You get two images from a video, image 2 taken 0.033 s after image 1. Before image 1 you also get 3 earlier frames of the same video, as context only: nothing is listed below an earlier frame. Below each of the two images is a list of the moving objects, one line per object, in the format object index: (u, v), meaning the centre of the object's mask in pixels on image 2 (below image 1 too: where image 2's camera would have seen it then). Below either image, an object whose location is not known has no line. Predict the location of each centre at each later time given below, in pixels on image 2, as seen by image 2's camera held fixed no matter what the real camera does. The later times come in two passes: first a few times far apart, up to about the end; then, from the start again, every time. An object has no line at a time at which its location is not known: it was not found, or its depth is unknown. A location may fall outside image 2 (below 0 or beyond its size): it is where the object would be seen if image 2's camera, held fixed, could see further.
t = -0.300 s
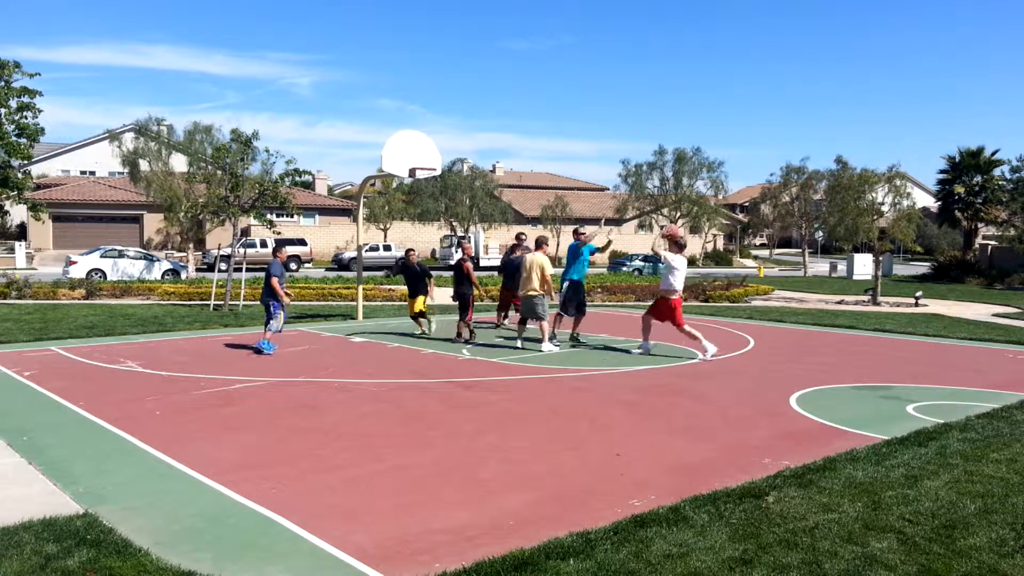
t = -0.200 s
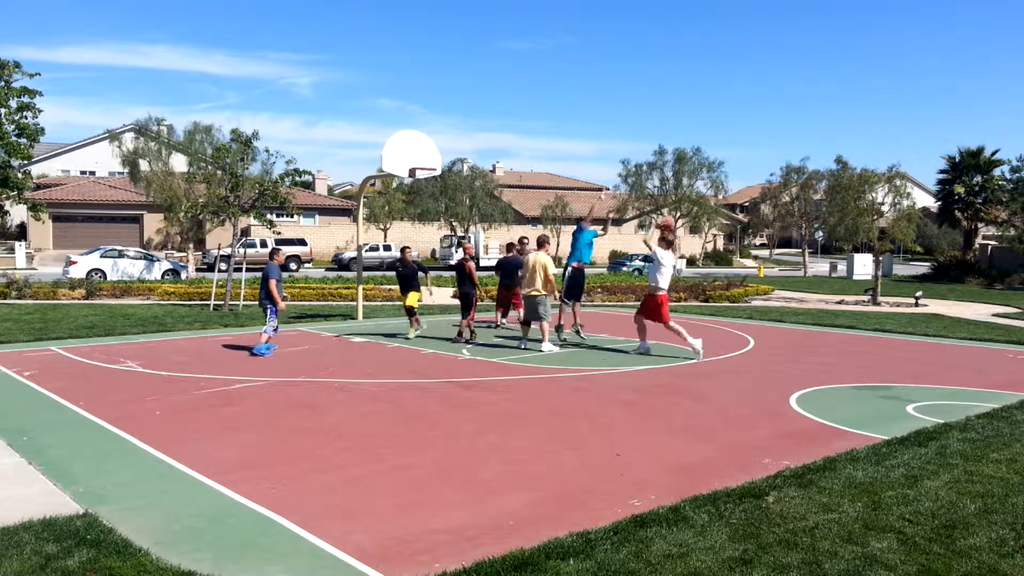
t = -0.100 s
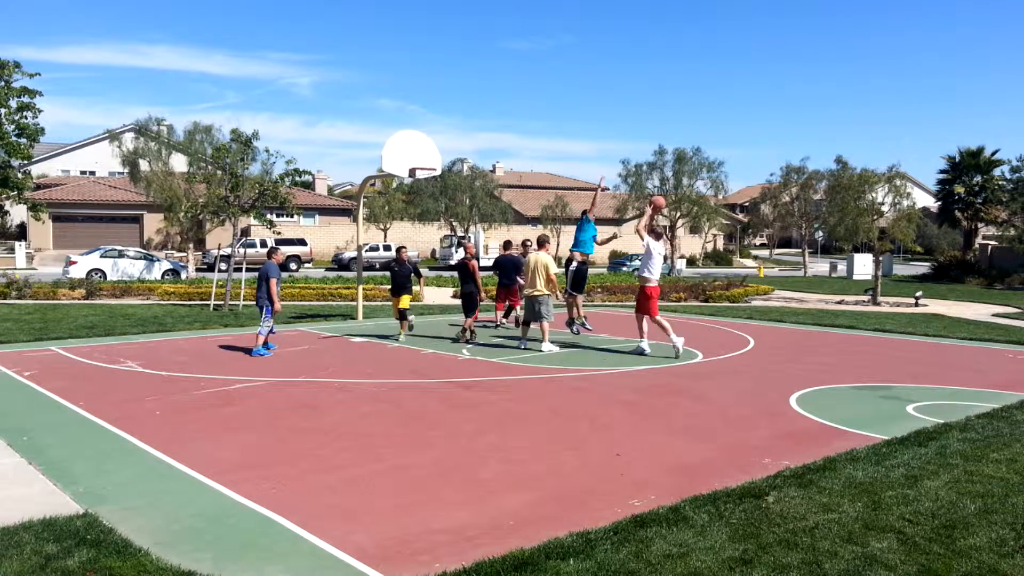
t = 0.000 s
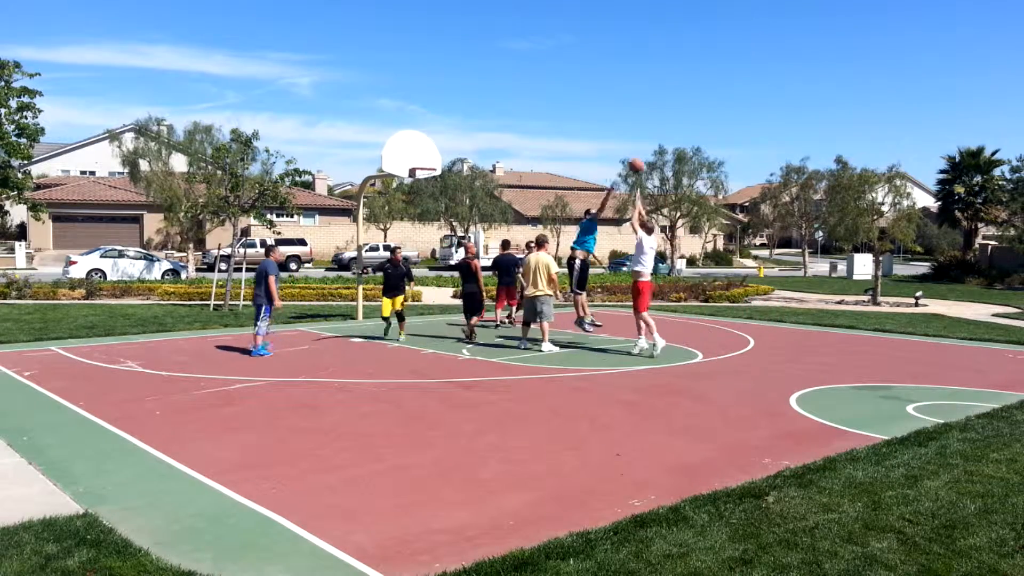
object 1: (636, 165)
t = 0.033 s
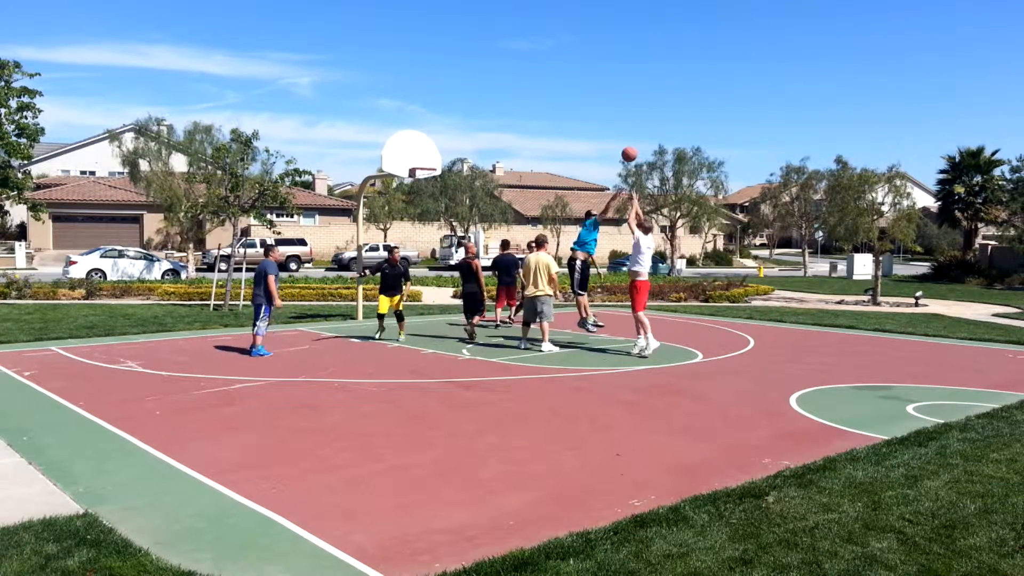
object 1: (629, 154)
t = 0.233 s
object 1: (587, 103)
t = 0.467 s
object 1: (543, 77)
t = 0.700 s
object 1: (502, 84)
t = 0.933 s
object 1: (465, 120)
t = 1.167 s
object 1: (450, 158)
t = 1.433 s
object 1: (505, 142)
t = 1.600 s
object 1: (539, 151)
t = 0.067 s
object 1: (622, 144)
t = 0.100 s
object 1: (615, 134)
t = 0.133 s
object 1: (608, 125)
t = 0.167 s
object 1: (601, 117)
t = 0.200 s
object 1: (594, 110)
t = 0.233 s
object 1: (587, 103)
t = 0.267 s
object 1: (581, 97)
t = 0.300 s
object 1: (574, 92)
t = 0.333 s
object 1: (568, 87)
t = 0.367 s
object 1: (562, 83)
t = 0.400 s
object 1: (555, 80)
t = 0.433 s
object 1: (549, 78)
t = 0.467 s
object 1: (543, 77)
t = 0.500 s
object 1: (537, 76)
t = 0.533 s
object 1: (531, 76)
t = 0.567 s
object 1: (525, 76)
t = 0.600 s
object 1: (519, 77)
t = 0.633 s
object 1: (514, 79)
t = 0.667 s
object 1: (508, 81)
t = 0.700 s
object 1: (502, 84)
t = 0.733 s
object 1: (496, 88)
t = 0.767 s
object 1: (491, 92)
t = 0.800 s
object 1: (486, 97)
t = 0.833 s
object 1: (480, 102)
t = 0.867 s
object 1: (475, 108)
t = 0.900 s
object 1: (470, 114)
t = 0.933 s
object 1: (465, 120)
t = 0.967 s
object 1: (459, 128)
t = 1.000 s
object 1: (455, 135)
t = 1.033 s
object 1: (450, 143)
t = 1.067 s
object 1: (445, 152)
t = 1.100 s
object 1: (440, 161)
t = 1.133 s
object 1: (443, 162)
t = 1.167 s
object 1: (450, 158)
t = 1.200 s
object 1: (456, 154)
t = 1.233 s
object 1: (463, 150)
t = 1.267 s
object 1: (470, 147)
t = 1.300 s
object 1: (477, 145)
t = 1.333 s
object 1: (484, 143)
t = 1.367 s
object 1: (491, 142)
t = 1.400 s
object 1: (498, 142)
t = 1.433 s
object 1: (505, 142)
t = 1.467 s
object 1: (512, 142)
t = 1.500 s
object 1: (518, 143)
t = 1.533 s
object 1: (525, 145)
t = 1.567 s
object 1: (532, 148)
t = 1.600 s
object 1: (539, 151)
